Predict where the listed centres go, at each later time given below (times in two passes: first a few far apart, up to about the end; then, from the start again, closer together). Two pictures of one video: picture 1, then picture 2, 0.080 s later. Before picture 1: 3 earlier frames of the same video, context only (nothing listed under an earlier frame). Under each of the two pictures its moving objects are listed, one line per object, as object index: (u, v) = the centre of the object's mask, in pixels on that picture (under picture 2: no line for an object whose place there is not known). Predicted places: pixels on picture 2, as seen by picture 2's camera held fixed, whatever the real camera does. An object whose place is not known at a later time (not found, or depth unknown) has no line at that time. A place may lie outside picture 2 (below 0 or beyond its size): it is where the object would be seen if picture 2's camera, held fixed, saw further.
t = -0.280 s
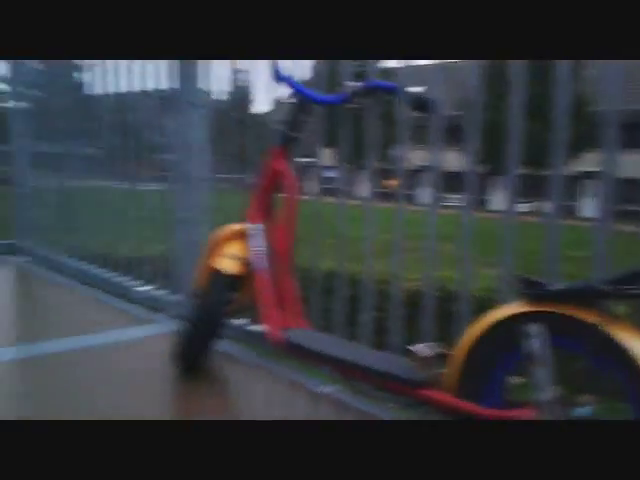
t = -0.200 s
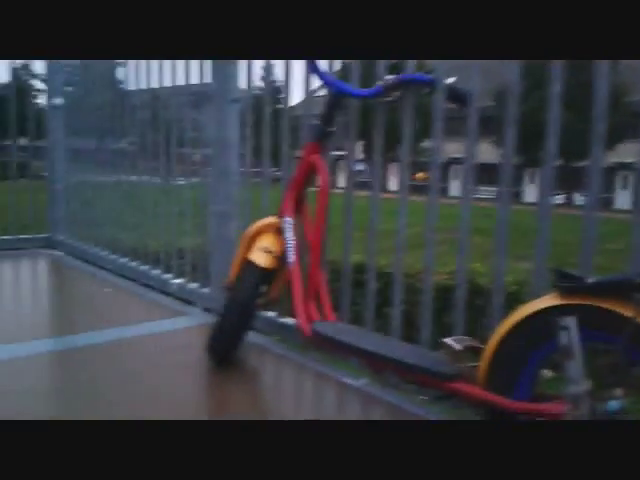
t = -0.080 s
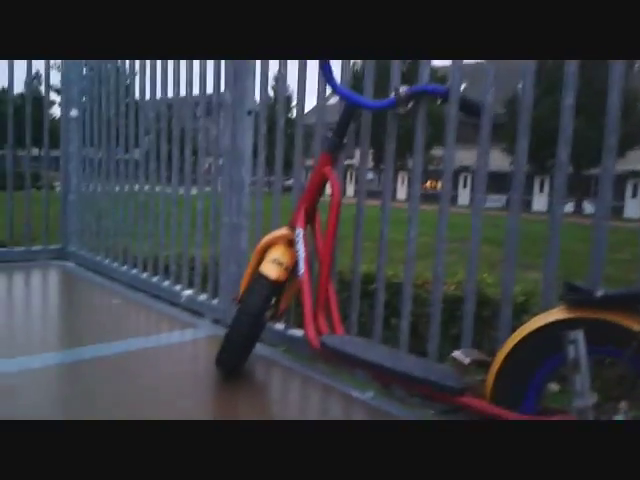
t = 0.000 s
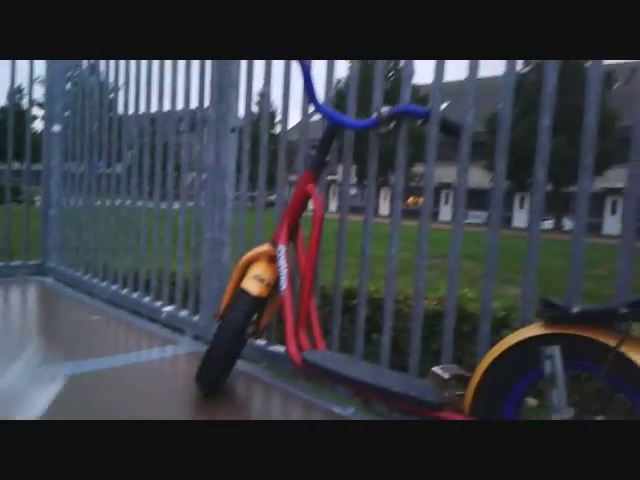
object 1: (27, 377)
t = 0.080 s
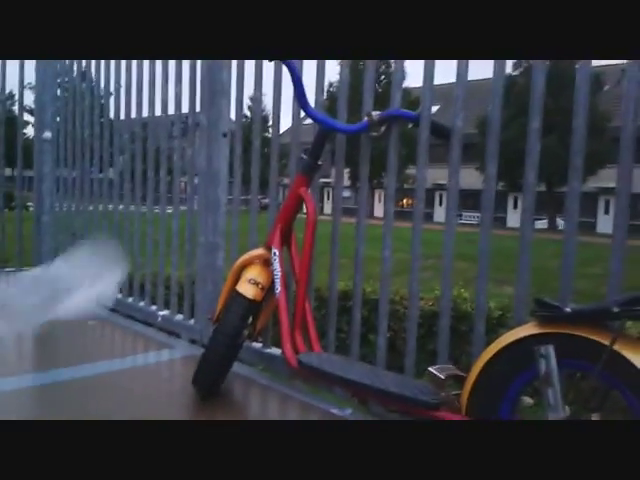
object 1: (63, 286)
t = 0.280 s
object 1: (244, 155)
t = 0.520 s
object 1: (347, 310)
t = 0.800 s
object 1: (404, 334)
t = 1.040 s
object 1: (404, 333)
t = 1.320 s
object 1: (405, 333)
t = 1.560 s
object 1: (405, 333)
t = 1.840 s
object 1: (405, 332)
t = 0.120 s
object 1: (90, 267)
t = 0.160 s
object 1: (136, 227)
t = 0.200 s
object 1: (187, 169)
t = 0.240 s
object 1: (210, 155)
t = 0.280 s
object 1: (244, 155)
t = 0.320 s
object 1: (262, 167)
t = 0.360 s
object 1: (282, 183)
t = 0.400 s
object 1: (300, 206)
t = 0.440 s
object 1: (317, 235)
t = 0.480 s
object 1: (332, 270)
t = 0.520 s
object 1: (347, 310)
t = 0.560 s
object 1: (359, 322)
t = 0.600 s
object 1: (368, 322)
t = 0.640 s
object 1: (387, 324)
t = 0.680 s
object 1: (397, 326)
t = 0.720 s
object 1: (404, 330)
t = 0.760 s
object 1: (405, 334)
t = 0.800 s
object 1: (404, 334)
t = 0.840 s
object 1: (404, 333)
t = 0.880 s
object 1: (404, 333)
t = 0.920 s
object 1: (404, 333)
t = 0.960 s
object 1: (404, 333)
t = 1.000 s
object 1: (404, 333)
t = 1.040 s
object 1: (404, 333)
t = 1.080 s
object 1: (404, 333)
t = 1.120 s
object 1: (404, 333)
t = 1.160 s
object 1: (405, 333)
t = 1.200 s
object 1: (404, 333)
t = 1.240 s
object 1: (404, 333)
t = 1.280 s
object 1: (404, 333)
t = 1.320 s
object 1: (405, 333)
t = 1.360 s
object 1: (405, 333)
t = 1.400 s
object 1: (405, 333)
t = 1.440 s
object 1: (405, 333)
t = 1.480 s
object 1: (405, 333)
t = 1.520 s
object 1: (405, 333)
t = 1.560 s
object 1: (405, 333)
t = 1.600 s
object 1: (405, 333)
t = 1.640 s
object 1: (405, 333)
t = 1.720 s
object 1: (405, 333)
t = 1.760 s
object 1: (405, 332)
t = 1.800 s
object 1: (405, 332)
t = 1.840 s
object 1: (405, 332)
